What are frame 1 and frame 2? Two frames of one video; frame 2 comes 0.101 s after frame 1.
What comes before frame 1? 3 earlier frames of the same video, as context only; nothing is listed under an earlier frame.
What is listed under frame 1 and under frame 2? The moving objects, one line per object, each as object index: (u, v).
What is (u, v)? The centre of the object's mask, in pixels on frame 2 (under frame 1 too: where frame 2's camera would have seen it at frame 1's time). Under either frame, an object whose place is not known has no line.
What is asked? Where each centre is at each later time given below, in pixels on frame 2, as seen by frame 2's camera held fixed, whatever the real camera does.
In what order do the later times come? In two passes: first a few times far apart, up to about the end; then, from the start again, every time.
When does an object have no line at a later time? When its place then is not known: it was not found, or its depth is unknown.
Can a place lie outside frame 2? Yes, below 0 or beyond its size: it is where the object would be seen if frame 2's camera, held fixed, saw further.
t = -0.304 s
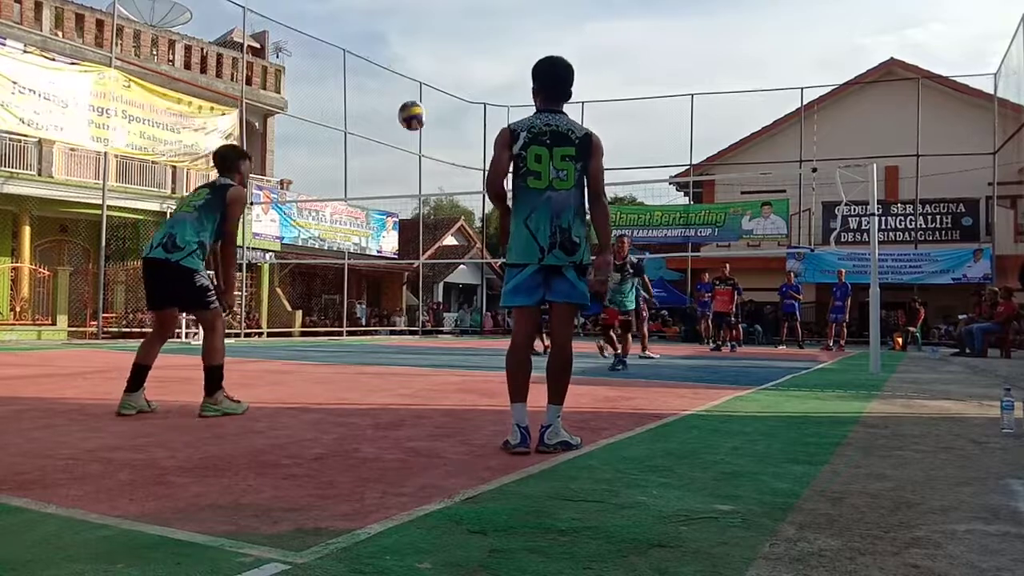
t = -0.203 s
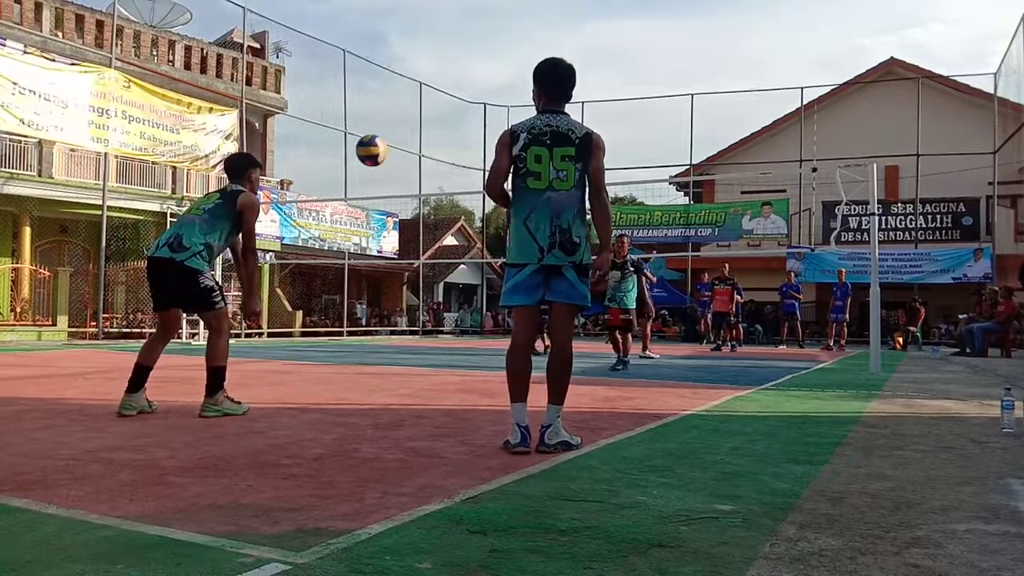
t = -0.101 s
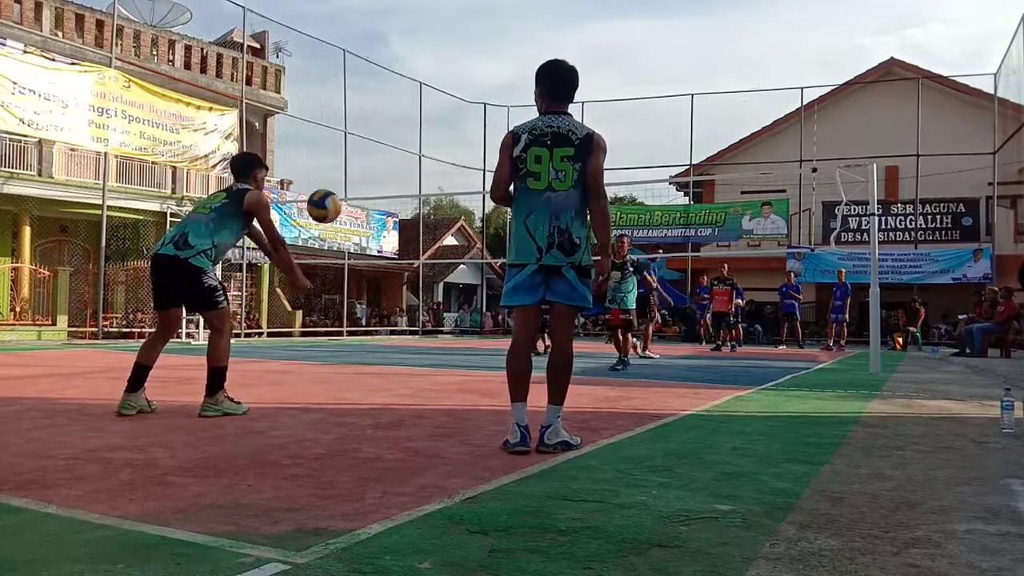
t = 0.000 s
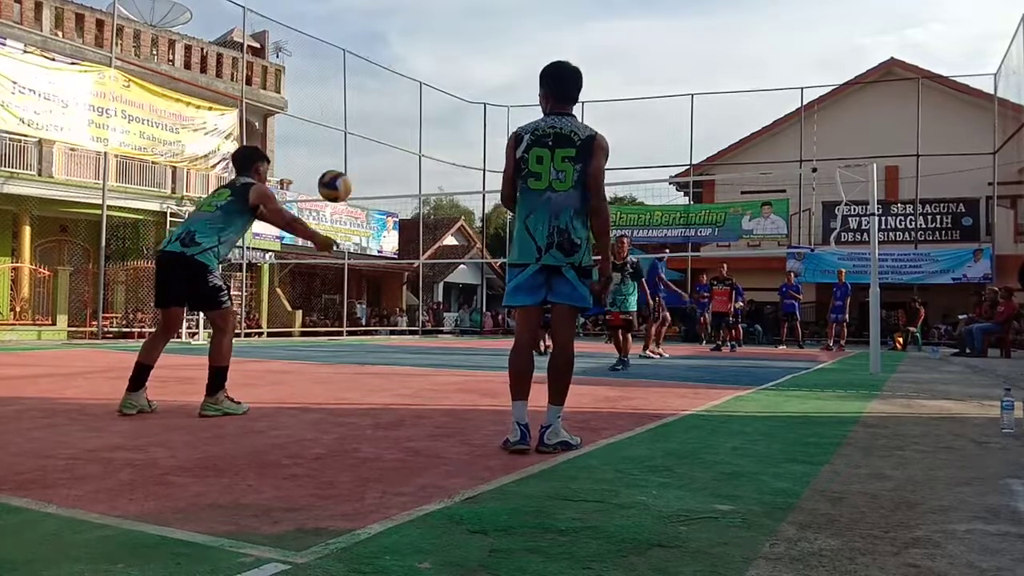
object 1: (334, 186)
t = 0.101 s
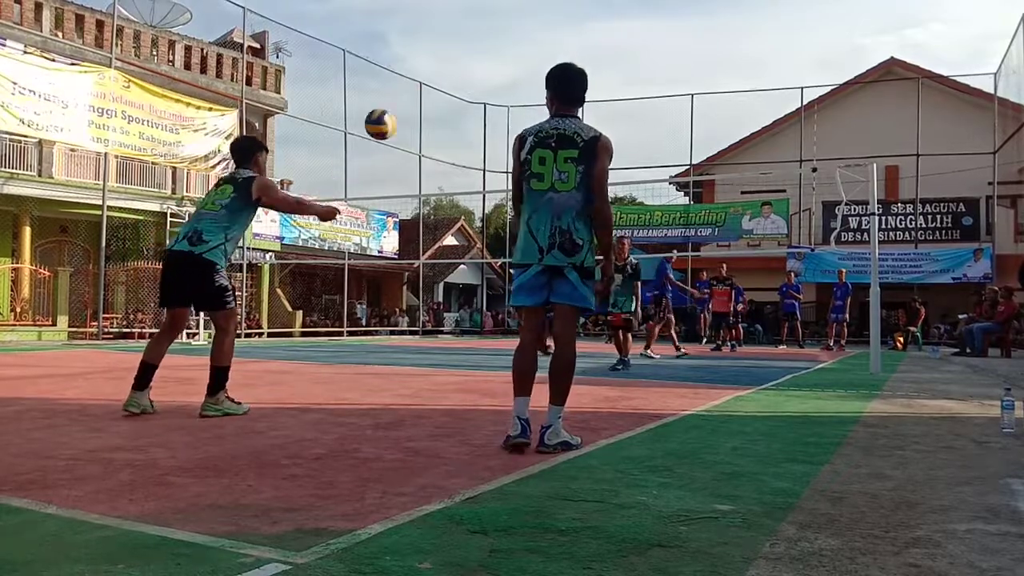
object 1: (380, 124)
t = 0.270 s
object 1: (440, 67)
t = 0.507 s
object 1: (507, 58)
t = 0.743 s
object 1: (556, 106)
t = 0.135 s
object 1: (393, 109)
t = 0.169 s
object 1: (406, 95)
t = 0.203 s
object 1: (418, 84)
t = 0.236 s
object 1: (429, 75)
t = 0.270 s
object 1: (440, 67)
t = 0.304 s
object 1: (451, 62)
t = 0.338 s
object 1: (461, 58)
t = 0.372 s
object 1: (471, 55)
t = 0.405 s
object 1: (481, 54)
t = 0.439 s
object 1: (490, 54)
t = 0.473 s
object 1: (499, 56)
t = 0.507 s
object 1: (507, 58)
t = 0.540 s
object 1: (515, 62)
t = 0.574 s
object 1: (523, 67)
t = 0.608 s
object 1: (530, 73)
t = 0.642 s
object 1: (537, 80)
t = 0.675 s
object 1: (544, 88)
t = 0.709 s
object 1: (551, 96)
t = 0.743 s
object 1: (556, 106)
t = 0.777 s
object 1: (562, 117)
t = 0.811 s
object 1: (568, 128)
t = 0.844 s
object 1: (574, 140)
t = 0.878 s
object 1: (579, 152)
